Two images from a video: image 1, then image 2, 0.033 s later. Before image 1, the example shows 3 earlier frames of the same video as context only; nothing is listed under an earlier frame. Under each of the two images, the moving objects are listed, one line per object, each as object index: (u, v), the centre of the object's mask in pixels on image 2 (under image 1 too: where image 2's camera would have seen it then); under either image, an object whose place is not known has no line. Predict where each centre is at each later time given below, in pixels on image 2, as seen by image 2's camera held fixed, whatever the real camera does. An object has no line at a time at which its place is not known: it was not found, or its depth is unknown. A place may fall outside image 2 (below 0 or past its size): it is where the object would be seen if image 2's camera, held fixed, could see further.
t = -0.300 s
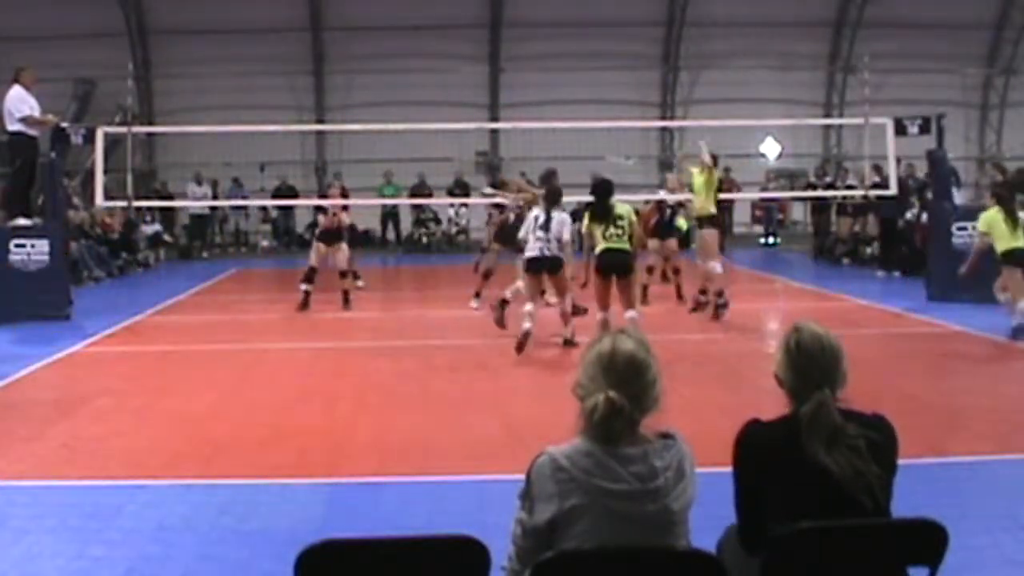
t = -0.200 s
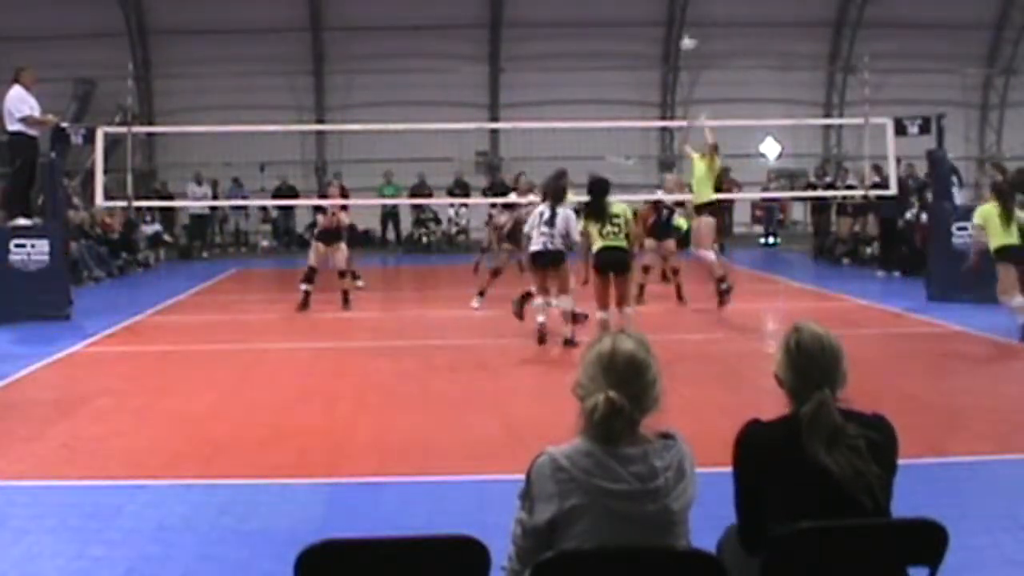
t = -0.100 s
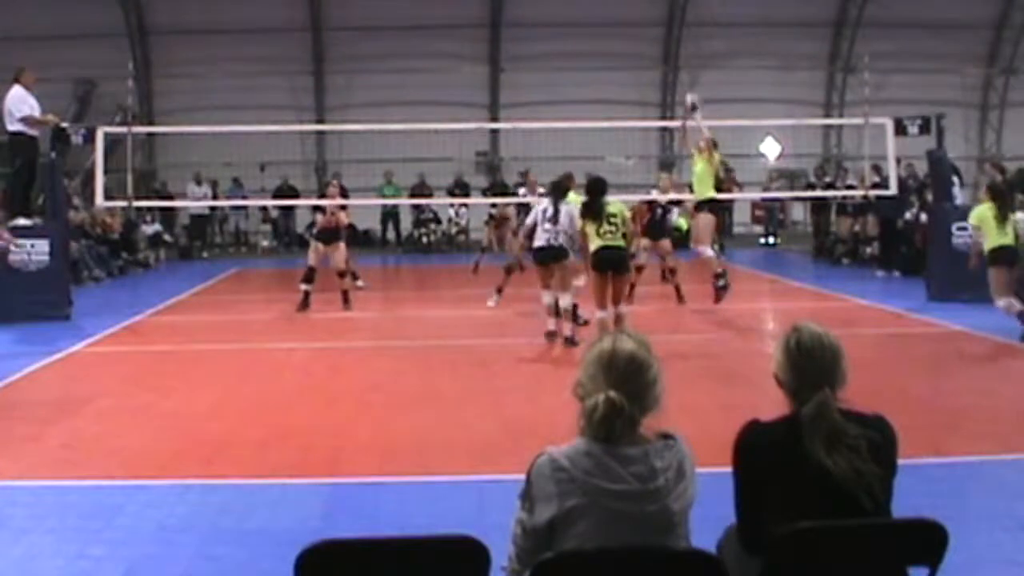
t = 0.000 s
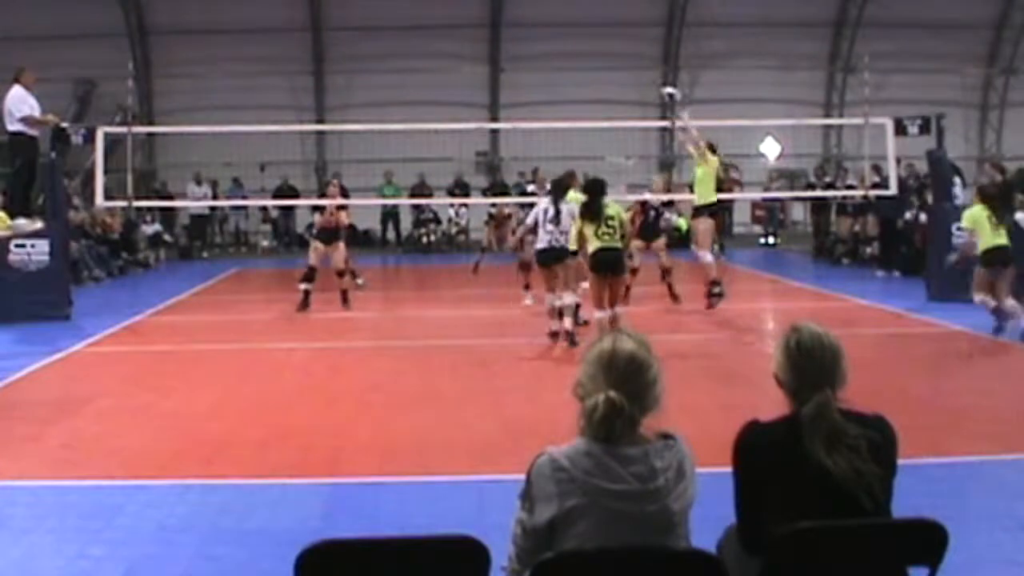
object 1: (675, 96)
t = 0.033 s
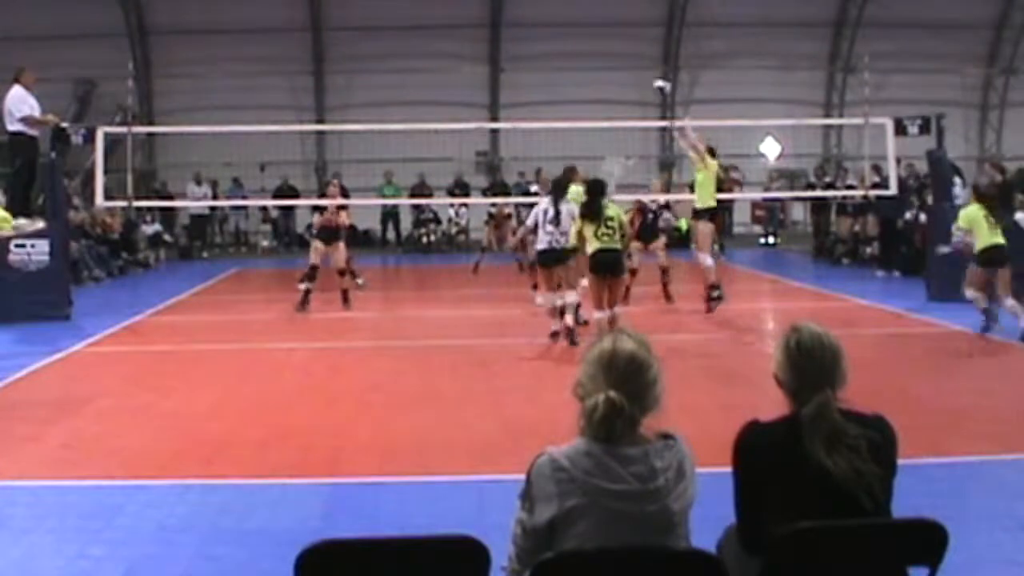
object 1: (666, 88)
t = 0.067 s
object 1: (656, 82)
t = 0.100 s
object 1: (647, 78)
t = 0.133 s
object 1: (638, 72)
